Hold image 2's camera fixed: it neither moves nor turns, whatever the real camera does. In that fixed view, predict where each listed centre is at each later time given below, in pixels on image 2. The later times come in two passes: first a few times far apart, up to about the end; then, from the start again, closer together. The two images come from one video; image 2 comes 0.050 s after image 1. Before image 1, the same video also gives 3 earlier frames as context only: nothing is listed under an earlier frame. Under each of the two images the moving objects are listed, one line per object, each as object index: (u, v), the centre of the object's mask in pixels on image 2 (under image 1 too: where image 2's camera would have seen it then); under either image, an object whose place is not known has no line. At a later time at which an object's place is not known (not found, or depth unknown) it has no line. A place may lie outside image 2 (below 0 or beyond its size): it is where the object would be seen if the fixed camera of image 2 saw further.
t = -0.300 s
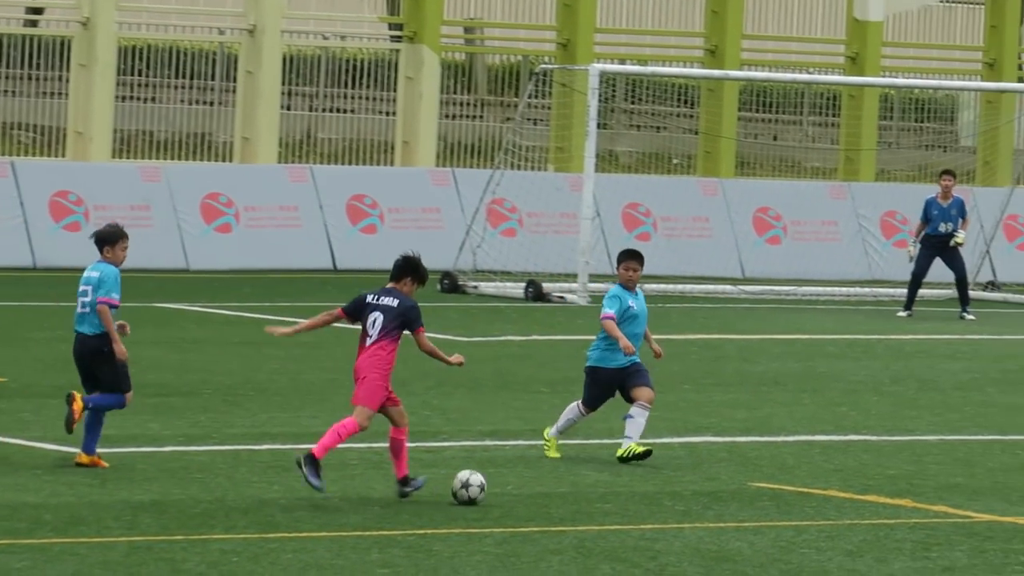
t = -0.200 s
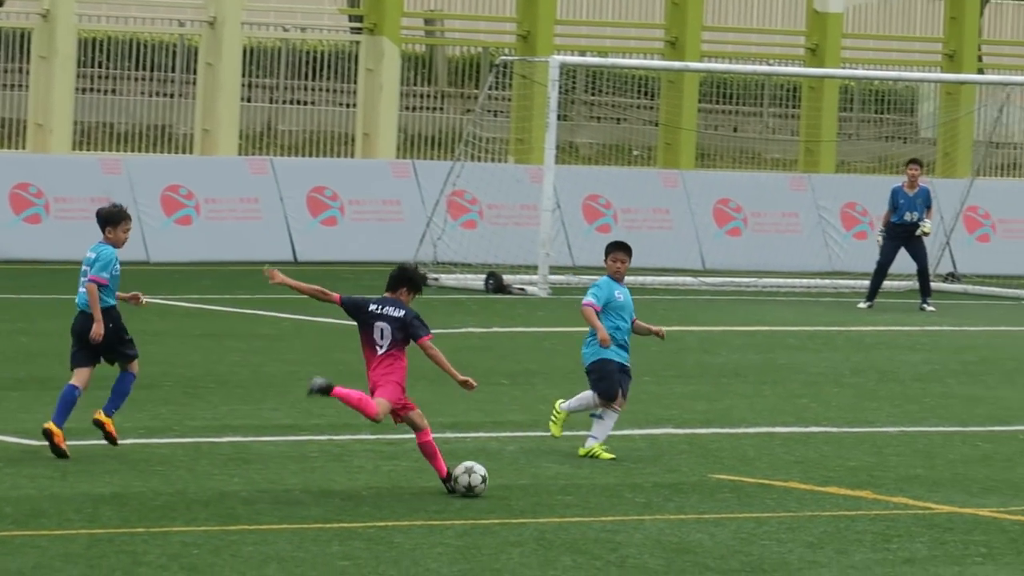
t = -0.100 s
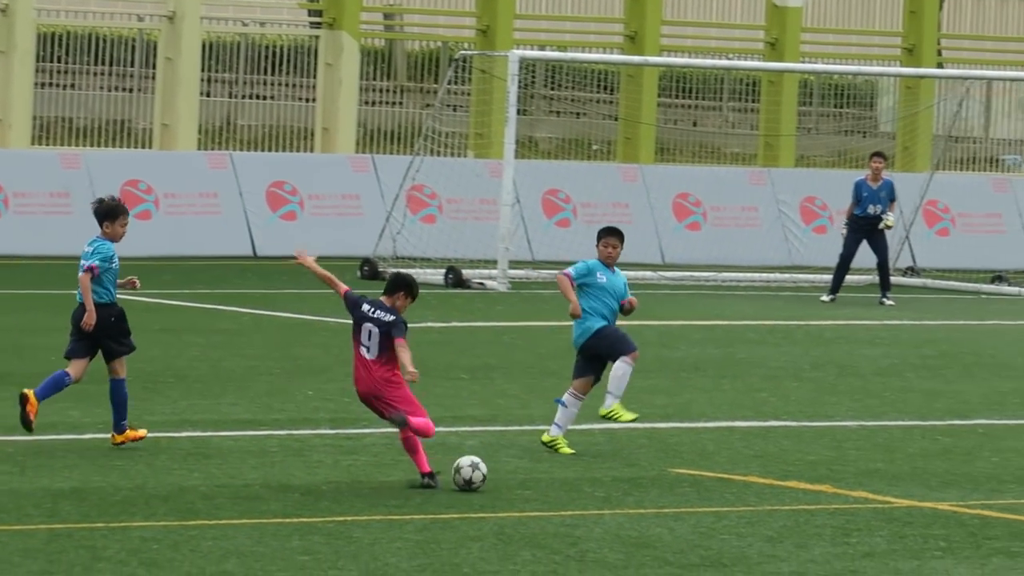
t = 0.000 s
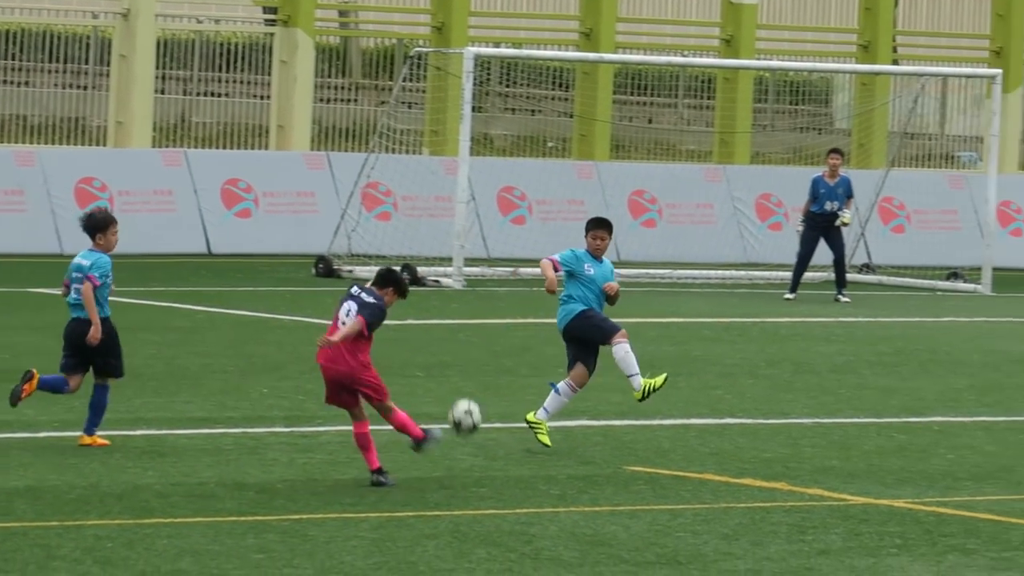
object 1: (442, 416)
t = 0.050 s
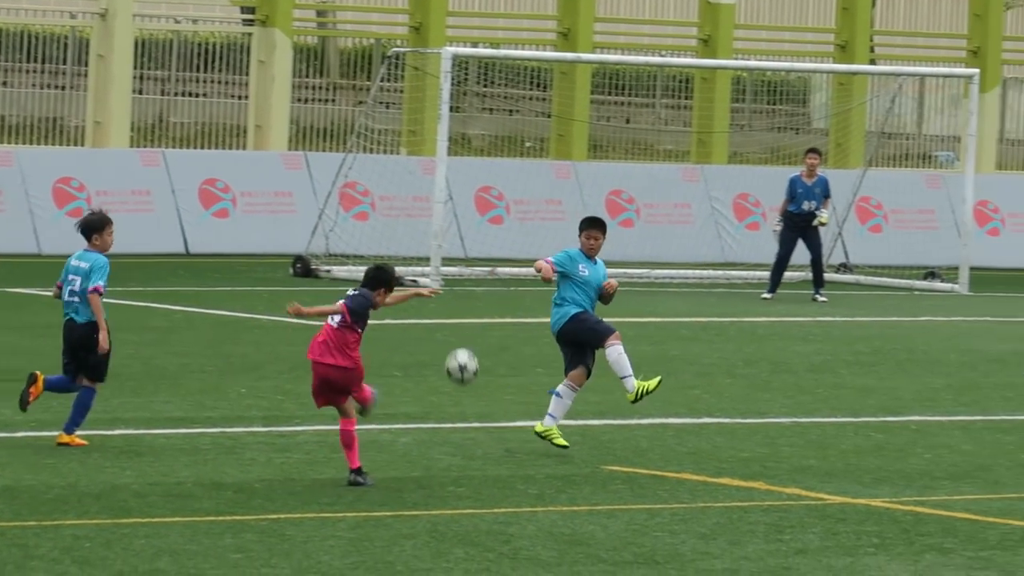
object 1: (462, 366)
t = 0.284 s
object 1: (552, 199)
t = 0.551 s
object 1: (662, 116)
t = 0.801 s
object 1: (758, 118)
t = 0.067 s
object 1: (468, 351)
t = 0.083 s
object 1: (474, 336)
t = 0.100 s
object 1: (481, 321)
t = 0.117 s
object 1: (487, 307)
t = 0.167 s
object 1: (506, 269)
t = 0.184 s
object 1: (513, 258)
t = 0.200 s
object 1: (519, 247)
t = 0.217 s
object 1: (526, 237)
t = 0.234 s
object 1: (533, 227)
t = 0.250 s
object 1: (539, 217)
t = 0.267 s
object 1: (546, 208)
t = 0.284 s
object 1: (552, 199)
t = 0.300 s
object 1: (559, 190)
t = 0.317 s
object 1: (566, 182)
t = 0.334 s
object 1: (572, 175)
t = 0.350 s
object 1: (579, 168)
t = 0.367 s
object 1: (586, 161)
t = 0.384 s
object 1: (593, 155)
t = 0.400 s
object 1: (600, 149)
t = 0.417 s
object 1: (606, 144)
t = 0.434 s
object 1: (614, 139)
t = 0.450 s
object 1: (621, 134)
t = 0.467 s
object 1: (628, 130)
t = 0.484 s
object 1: (635, 127)
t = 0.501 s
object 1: (641, 123)
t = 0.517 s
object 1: (649, 120)
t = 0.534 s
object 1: (655, 118)
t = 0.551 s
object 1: (662, 116)
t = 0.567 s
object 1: (669, 114)
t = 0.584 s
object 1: (675, 113)
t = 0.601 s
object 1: (681, 112)
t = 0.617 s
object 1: (688, 111)
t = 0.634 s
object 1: (694, 110)
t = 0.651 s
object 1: (700, 110)
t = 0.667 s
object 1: (707, 110)
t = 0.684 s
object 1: (713, 110)
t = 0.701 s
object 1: (720, 110)
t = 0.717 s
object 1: (727, 111)
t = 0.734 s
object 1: (733, 112)
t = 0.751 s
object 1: (739, 114)
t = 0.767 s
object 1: (745, 114)
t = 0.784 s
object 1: (752, 116)
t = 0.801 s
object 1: (758, 118)
